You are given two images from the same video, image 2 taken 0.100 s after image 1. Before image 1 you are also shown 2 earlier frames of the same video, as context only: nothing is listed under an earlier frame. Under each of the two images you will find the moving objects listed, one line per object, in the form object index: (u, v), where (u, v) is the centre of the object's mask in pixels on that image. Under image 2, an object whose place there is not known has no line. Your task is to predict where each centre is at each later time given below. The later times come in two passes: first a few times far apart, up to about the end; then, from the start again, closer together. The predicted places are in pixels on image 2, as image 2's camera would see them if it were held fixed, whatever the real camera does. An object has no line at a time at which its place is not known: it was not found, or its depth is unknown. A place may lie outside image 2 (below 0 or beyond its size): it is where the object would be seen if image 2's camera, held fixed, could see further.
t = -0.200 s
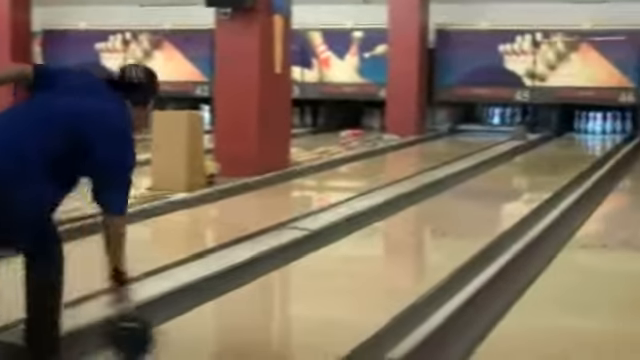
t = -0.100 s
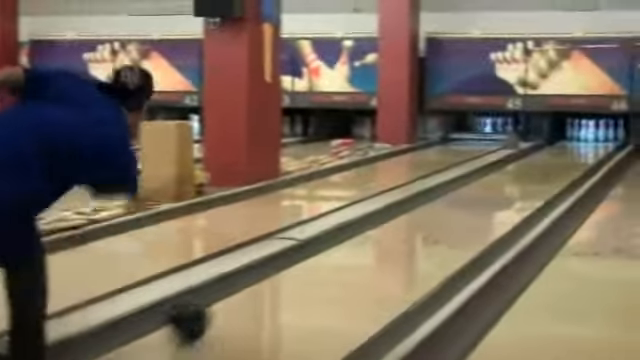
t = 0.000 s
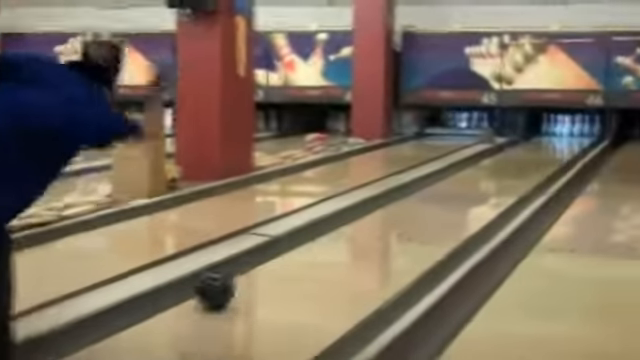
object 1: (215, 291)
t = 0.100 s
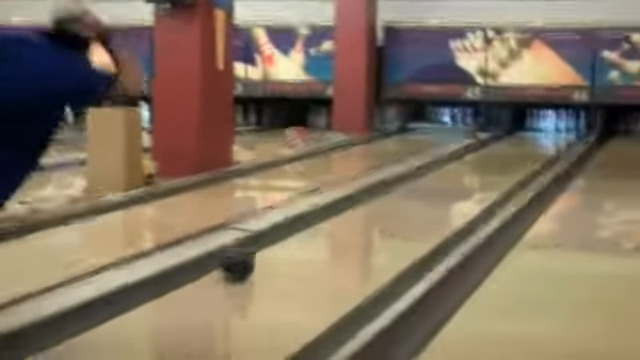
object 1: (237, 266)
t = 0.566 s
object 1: (370, 204)
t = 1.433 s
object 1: (479, 154)
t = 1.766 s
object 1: (510, 146)
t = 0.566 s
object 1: (370, 204)
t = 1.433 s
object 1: (479, 154)
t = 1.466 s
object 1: (481, 156)
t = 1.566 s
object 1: (491, 151)
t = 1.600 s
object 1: (494, 148)
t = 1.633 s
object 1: (494, 143)
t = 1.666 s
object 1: (499, 148)
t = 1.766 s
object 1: (510, 146)
